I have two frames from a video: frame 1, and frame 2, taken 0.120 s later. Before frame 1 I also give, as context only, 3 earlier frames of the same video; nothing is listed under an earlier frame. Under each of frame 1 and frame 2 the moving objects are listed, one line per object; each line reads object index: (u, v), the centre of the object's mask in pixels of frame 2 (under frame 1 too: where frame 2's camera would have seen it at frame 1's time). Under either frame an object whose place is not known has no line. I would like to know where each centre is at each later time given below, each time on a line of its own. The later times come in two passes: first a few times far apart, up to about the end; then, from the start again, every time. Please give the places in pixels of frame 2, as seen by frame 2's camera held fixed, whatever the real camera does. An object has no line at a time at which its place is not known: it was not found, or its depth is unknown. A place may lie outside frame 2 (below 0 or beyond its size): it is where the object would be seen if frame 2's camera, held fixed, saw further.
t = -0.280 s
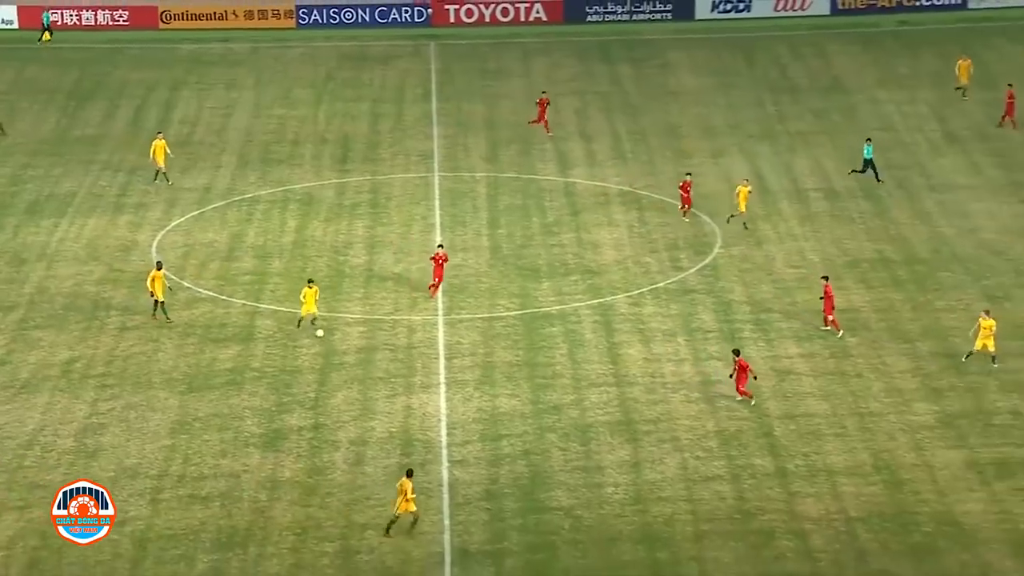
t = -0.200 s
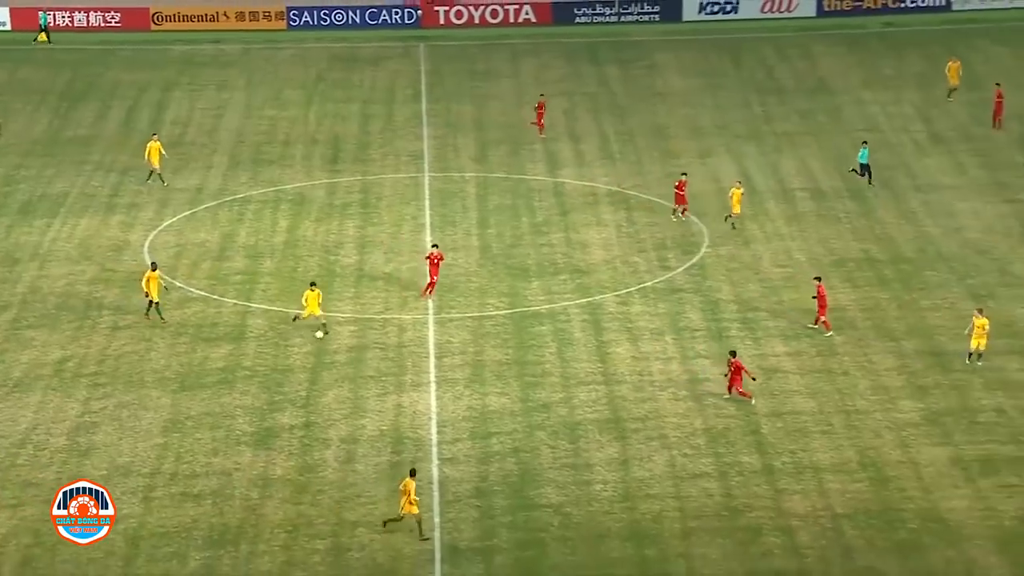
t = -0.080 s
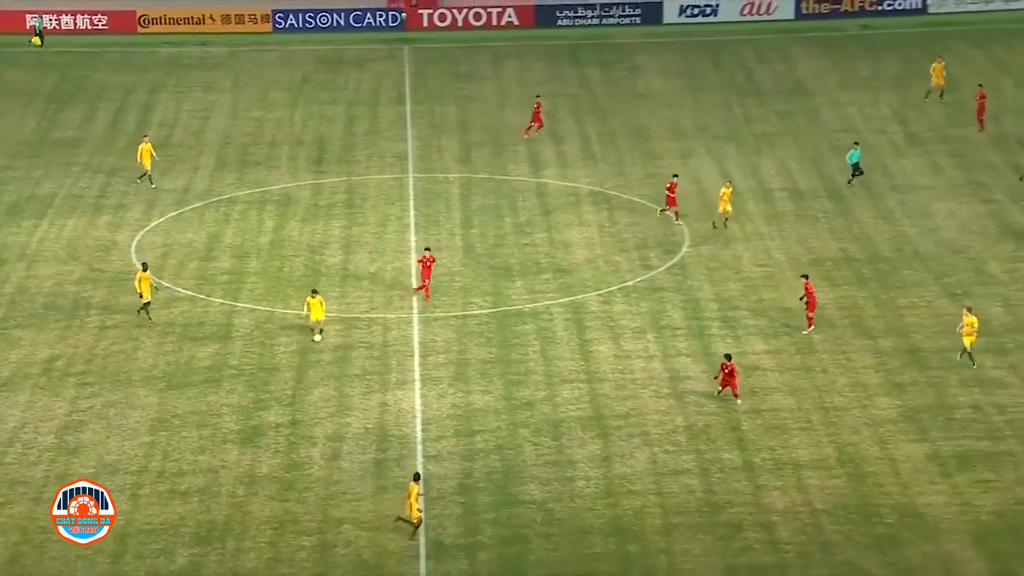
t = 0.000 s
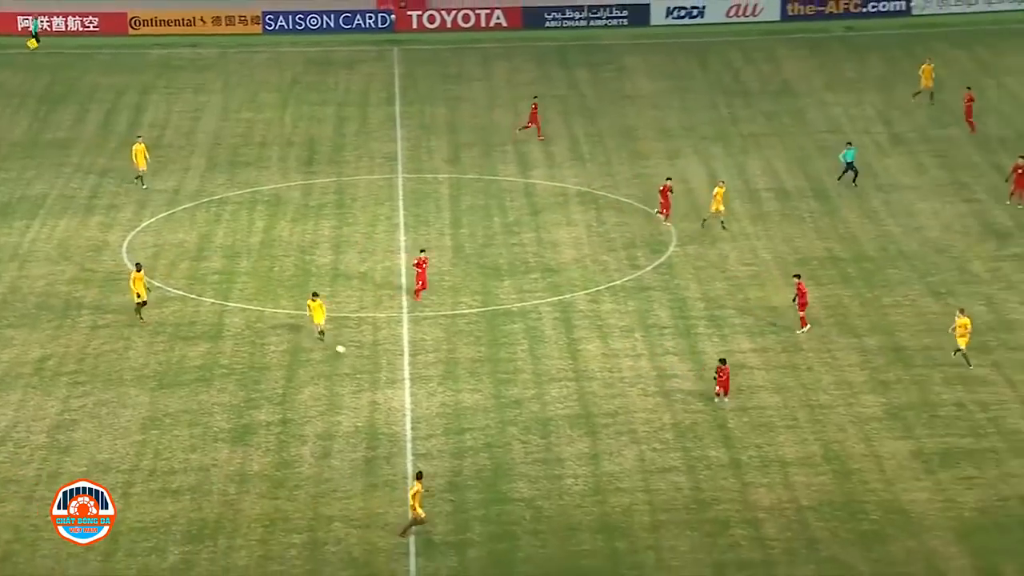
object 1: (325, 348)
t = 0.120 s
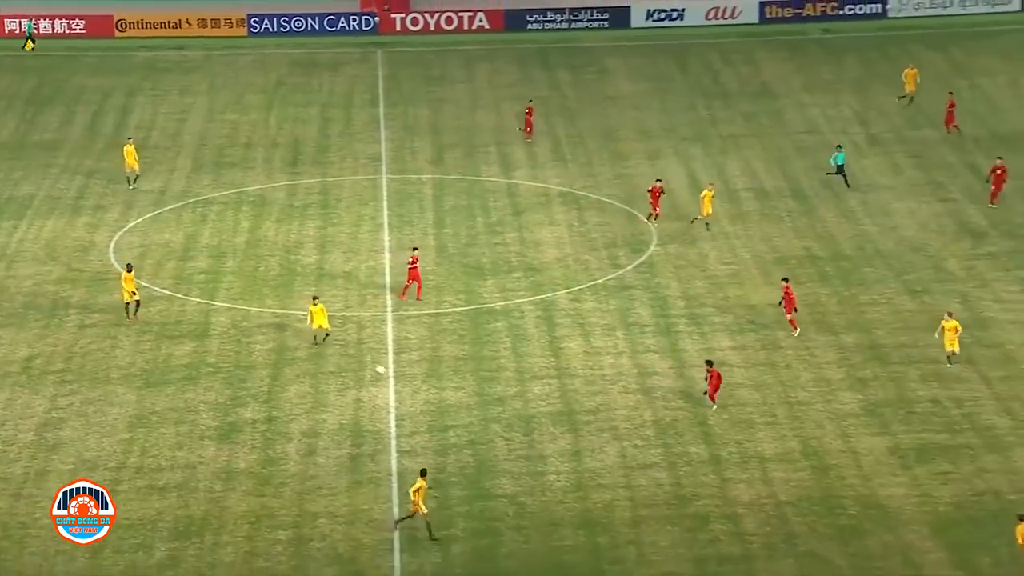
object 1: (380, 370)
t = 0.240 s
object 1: (436, 387)
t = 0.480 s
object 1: (548, 426)
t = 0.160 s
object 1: (399, 377)
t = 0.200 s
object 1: (416, 382)
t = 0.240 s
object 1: (436, 387)
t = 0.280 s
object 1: (453, 391)
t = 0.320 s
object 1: (472, 400)
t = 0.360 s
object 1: (492, 407)
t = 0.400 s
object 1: (511, 414)
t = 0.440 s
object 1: (530, 421)
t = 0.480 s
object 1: (548, 426)
